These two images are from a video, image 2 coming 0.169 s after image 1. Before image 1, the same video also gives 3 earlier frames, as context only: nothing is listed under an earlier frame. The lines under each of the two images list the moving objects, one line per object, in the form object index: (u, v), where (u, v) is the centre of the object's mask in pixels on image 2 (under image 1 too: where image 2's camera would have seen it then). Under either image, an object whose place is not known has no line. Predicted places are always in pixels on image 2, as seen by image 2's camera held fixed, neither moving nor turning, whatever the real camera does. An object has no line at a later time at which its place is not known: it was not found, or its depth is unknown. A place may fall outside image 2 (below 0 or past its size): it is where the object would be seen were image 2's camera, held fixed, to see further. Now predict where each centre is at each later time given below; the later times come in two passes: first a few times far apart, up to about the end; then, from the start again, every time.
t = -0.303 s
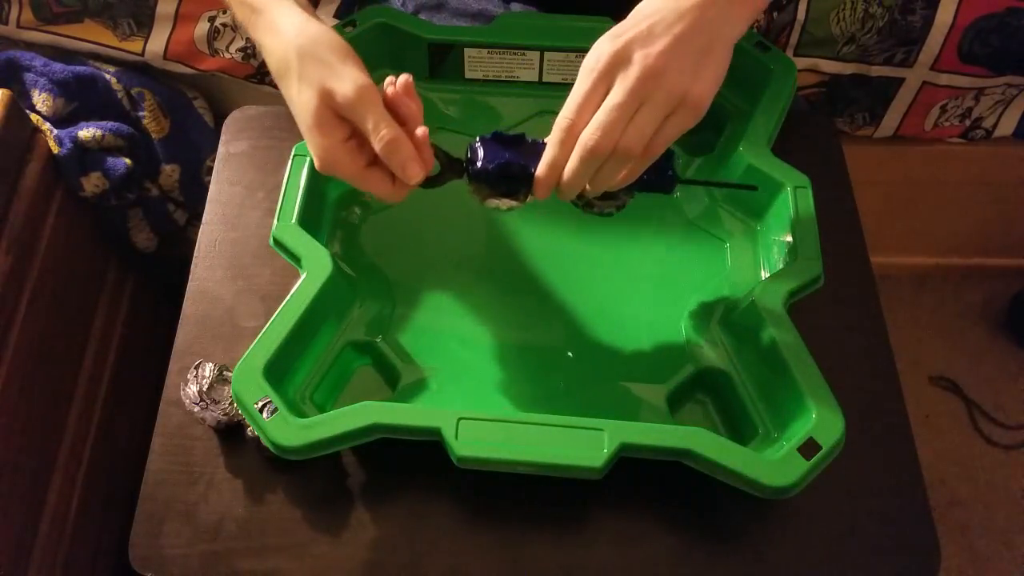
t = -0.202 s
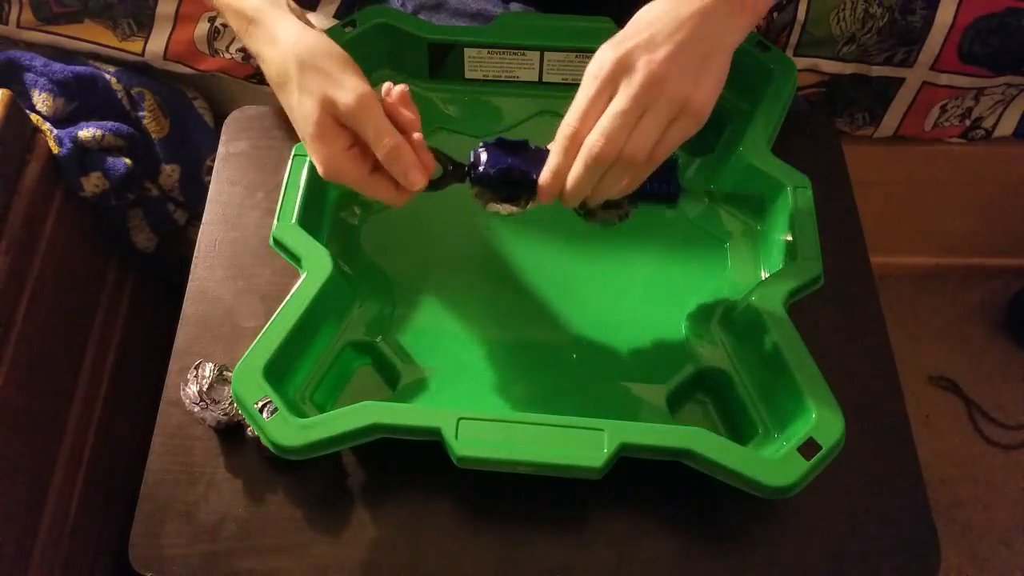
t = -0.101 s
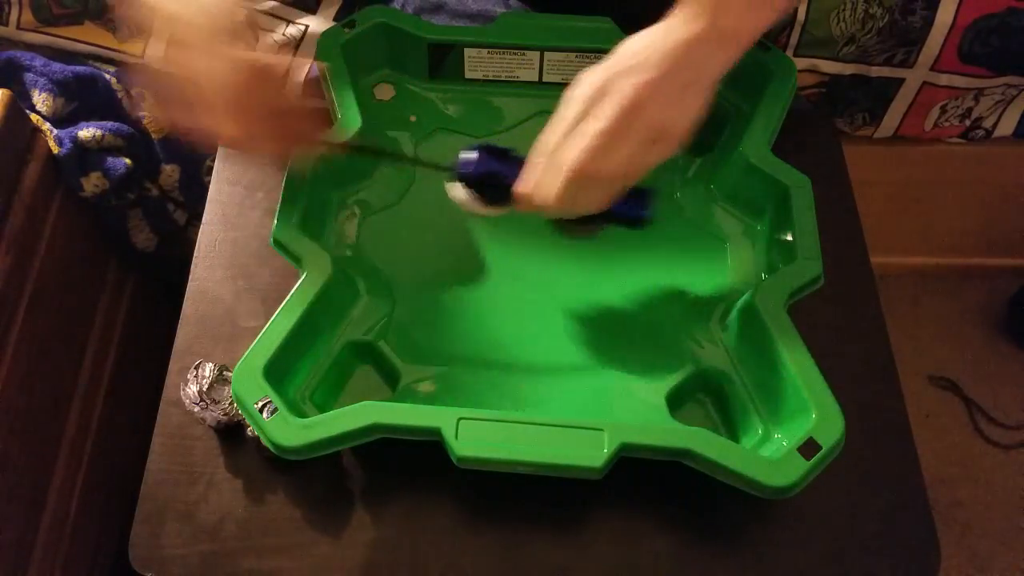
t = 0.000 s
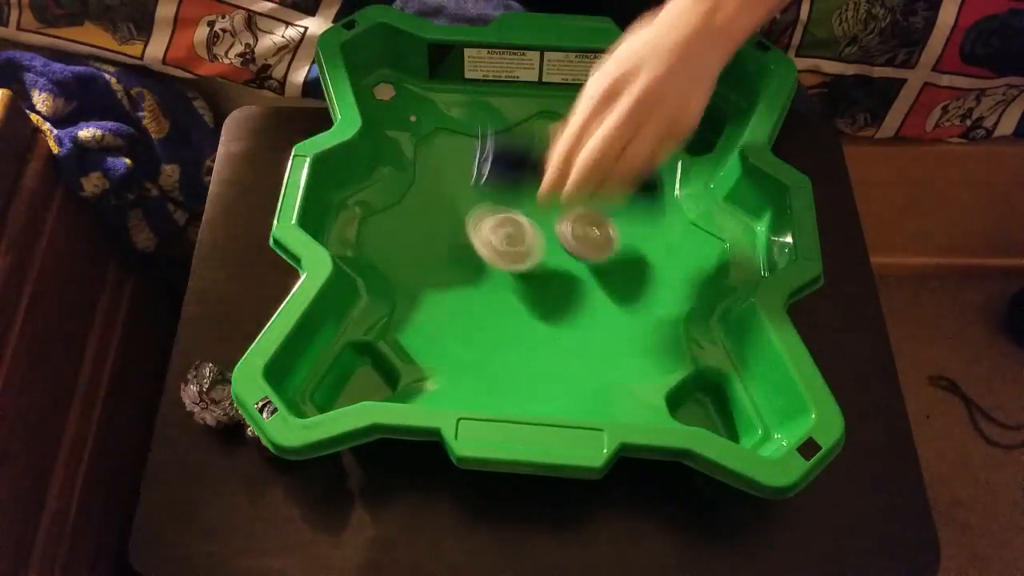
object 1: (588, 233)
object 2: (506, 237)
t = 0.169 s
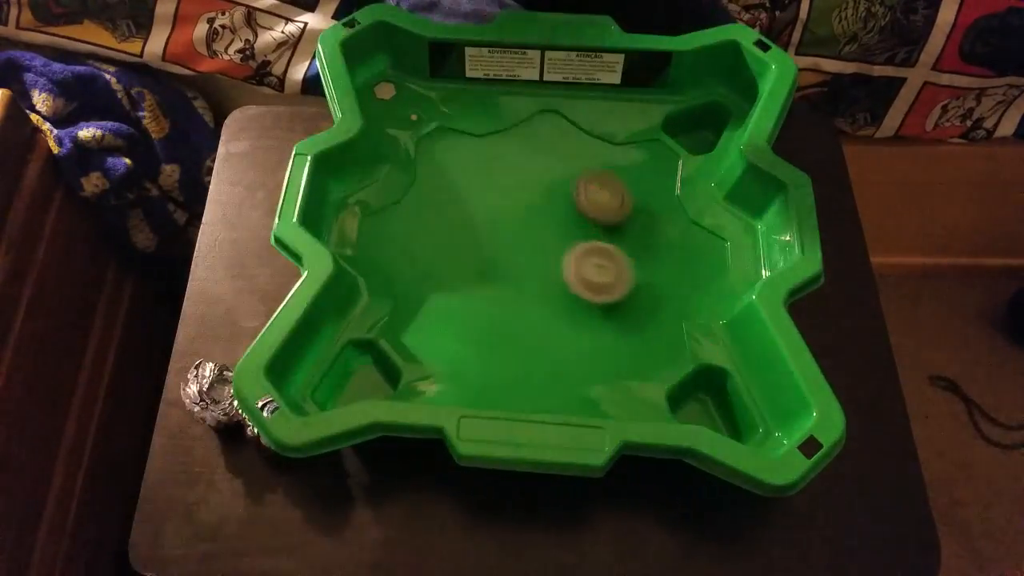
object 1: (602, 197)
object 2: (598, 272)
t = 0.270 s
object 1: (586, 173)
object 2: (623, 266)
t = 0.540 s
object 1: (514, 127)
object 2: (603, 201)
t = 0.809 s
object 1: (479, 156)
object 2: (554, 177)
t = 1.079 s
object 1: (458, 204)
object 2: (631, 233)
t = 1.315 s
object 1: (513, 246)
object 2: (627, 237)
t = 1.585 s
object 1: (557, 246)
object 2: (625, 225)
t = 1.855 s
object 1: (512, 256)
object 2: (659, 219)
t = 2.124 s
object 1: (522, 274)
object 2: (594, 229)
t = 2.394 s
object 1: (513, 278)
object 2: (572, 250)
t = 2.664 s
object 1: (498, 272)
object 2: (568, 272)
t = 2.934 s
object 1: (493, 250)
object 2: (556, 278)
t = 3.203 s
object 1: (496, 221)
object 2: (539, 274)
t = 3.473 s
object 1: (505, 202)
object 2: (522, 265)
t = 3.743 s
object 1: (529, 199)
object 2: (511, 254)
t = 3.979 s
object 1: (559, 201)
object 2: (506, 244)
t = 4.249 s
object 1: (584, 207)
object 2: (509, 231)
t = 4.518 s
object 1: (594, 228)
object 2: (513, 218)
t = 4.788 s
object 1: (603, 249)
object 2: (517, 212)
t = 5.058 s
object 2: (536, 215)
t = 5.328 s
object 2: (550, 211)
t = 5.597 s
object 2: (558, 221)
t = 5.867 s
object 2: (563, 235)
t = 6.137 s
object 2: (564, 248)
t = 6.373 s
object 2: (560, 256)
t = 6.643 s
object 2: (548, 263)
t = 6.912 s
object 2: (532, 263)
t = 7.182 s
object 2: (520, 255)
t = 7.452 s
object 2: (513, 242)
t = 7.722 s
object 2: (512, 230)
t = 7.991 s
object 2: (519, 221)
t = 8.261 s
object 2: (532, 213)
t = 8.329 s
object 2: (536, 213)
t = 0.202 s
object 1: (599, 189)
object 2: (609, 272)
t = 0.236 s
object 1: (593, 181)
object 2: (618, 271)
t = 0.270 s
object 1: (586, 173)
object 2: (623, 266)
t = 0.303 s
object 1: (579, 167)
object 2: (626, 260)
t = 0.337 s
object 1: (569, 158)
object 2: (627, 252)
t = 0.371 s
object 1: (561, 151)
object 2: (625, 244)
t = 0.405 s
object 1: (551, 142)
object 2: (623, 235)
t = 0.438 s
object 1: (541, 138)
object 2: (619, 225)
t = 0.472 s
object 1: (531, 133)
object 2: (615, 217)
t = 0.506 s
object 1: (522, 129)
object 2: (609, 208)
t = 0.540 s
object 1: (514, 127)
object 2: (603, 201)
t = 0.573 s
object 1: (506, 126)
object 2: (597, 195)
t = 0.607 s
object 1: (500, 126)
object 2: (591, 189)
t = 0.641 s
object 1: (493, 129)
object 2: (584, 185)
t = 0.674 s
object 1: (487, 133)
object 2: (578, 181)
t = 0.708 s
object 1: (482, 137)
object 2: (571, 179)
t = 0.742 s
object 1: (479, 142)
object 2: (565, 177)
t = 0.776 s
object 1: (478, 148)
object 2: (559, 177)
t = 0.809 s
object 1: (479, 156)
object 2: (554, 177)
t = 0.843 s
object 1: (482, 164)
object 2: (550, 178)
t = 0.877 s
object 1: (472, 166)
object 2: (560, 184)
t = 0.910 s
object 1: (458, 167)
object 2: (580, 195)
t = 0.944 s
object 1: (451, 171)
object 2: (596, 204)
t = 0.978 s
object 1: (449, 177)
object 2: (609, 213)
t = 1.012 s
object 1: (449, 185)
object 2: (619, 222)
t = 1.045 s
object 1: (453, 195)
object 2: (626, 228)
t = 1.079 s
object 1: (458, 204)
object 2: (631, 233)
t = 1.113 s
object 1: (463, 213)
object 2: (634, 236)
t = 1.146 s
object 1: (470, 221)
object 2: (635, 239)
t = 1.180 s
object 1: (478, 228)
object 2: (636, 240)
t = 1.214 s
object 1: (486, 233)
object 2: (635, 240)
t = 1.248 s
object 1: (494, 239)
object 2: (633, 240)
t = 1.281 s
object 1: (504, 243)
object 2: (630, 239)
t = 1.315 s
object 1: (513, 246)
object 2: (627, 237)
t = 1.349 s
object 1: (523, 247)
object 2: (623, 235)
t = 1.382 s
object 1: (532, 248)
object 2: (620, 234)
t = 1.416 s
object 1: (541, 248)
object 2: (616, 232)
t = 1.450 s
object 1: (548, 248)
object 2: (614, 231)
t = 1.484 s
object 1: (548, 248)
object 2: (618, 229)
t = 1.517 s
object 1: (550, 248)
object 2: (622, 227)
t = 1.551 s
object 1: (553, 247)
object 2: (625, 226)
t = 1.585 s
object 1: (557, 246)
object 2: (625, 225)
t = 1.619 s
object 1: (559, 245)
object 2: (625, 225)
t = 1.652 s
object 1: (547, 246)
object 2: (638, 223)
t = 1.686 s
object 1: (532, 246)
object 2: (653, 220)
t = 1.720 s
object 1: (522, 247)
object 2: (662, 219)
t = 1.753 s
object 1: (516, 249)
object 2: (666, 219)
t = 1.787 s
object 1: (514, 251)
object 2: (666, 219)
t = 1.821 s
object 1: (513, 253)
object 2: (664, 218)
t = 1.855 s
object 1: (512, 256)
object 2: (659, 219)
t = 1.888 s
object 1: (513, 260)
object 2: (653, 219)
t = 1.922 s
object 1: (513, 263)
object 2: (645, 220)
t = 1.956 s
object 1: (514, 266)
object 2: (638, 221)
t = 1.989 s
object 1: (515, 269)
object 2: (630, 222)
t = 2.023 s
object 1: (517, 271)
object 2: (621, 223)
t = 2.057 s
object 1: (518, 272)
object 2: (612, 225)
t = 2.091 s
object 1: (520, 274)
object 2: (603, 227)
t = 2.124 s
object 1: (522, 274)
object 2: (594, 229)
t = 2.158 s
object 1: (524, 274)
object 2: (586, 231)
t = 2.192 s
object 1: (526, 274)
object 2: (579, 234)
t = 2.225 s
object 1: (524, 275)
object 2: (576, 236)
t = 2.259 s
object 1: (520, 276)
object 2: (576, 236)
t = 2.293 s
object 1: (517, 277)
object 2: (575, 238)
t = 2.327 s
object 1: (516, 277)
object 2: (573, 242)
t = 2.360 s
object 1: (516, 278)
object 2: (572, 246)
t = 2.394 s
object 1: (513, 278)
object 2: (572, 250)
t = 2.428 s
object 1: (510, 278)
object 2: (572, 254)
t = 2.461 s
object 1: (507, 278)
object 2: (572, 257)
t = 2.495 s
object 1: (505, 277)
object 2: (572, 260)
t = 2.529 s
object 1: (503, 277)
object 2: (571, 263)
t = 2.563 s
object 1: (502, 276)
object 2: (570, 265)
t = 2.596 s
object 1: (501, 275)
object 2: (570, 268)
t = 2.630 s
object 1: (499, 273)
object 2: (569, 270)
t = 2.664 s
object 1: (498, 272)
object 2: (568, 272)
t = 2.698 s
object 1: (497, 270)
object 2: (567, 273)
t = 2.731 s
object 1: (496, 268)
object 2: (566, 275)
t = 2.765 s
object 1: (496, 266)
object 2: (564, 276)
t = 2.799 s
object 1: (495, 263)
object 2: (563, 277)
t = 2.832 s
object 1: (495, 260)
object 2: (561, 277)
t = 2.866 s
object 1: (494, 257)
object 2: (560, 278)
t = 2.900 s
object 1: (494, 253)
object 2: (558, 278)
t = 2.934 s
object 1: (493, 250)
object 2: (556, 278)
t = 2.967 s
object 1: (493, 246)
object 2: (554, 279)
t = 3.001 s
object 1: (493, 243)
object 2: (552, 278)
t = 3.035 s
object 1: (494, 239)
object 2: (550, 278)
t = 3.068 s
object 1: (494, 235)
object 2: (548, 277)
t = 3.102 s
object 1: (495, 232)
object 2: (546, 277)
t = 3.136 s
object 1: (495, 228)
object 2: (543, 276)
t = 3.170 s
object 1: (495, 225)
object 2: (541, 275)
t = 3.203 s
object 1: (496, 221)
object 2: (539, 274)
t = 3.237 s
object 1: (496, 218)
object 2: (537, 273)
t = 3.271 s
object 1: (497, 215)
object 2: (534, 272)
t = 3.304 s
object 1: (498, 211)
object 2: (532, 271)
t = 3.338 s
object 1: (499, 208)
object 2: (530, 269)
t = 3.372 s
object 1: (500, 206)
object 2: (528, 268)
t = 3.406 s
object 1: (502, 204)
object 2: (526, 267)
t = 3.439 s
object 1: (503, 203)
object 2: (524, 266)
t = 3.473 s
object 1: (505, 202)
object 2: (522, 265)
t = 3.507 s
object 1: (507, 200)
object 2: (521, 263)
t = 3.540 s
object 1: (509, 200)
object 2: (519, 262)
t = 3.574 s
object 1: (512, 199)
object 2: (517, 261)
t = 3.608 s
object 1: (515, 198)
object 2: (516, 259)
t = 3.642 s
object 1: (518, 198)
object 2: (514, 258)
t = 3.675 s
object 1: (521, 198)
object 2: (513, 257)
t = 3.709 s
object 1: (525, 198)
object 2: (512, 255)
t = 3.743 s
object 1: (529, 199)
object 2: (511, 254)
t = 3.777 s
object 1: (533, 199)
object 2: (510, 252)
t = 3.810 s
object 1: (536, 199)
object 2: (510, 251)
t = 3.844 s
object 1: (541, 200)
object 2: (509, 249)
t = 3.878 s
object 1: (545, 200)
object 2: (508, 248)
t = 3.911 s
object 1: (550, 200)
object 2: (507, 246)
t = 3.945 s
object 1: (554, 201)
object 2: (507, 245)
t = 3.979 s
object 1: (559, 201)
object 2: (506, 244)
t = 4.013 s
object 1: (563, 201)
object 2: (506, 242)
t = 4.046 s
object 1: (567, 202)
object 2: (507, 241)
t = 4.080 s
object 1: (571, 202)
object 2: (507, 239)
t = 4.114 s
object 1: (574, 203)
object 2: (507, 237)
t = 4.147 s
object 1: (577, 203)
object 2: (508, 236)
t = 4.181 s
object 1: (580, 205)
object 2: (508, 234)
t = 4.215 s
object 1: (582, 206)
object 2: (509, 232)
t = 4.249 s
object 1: (584, 207)
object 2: (509, 231)
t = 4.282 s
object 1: (585, 209)
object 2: (510, 229)
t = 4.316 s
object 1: (586, 211)
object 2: (511, 228)
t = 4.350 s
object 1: (586, 213)
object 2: (512, 226)
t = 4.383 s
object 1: (586, 215)
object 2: (513, 225)
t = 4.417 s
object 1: (587, 218)
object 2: (515, 223)
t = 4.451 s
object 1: (587, 221)
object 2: (517, 222)
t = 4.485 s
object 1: (588, 224)
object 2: (516, 220)
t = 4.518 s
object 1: (594, 228)
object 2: (513, 218)
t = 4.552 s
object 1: (597, 232)
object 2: (511, 215)
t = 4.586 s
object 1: (600, 235)
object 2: (511, 214)
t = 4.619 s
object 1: (602, 238)
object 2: (511, 213)
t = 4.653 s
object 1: (604, 240)
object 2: (512, 212)
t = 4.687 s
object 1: (604, 242)
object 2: (513, 212)
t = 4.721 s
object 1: (604, 245)
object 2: (514, 212)
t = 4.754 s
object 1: (604, 247)
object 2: (516, 212)
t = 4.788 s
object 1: (603, 249)
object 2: (517, 212)
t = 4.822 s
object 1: (602, 251)
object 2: (519, 213)
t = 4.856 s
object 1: (600, 253)
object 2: (521, 213)
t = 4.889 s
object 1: (598, 255)
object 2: (524, 213)
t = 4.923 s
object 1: (596, 258)
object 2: (526, 213)
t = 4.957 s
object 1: (593, 260)
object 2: (529, 214)
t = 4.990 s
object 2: (531, 214)
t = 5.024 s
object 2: (534, 215)
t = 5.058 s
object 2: (536, 215)
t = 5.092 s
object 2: (538, 216)
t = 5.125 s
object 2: (541, 216)
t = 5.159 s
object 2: (542, 214)
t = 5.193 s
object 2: (543, 212)
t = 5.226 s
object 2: (545, 211)
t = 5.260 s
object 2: (547, 211)
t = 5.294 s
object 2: (549, 211)
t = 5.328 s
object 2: (550, 211)
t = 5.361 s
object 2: (551, 212)
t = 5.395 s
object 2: (552, 213)
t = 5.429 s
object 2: (554, 214)
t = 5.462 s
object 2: (554, 216)
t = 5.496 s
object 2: (555, 217)
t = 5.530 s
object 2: (556, 218)
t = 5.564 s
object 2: (557, 220)
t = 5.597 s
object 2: (558, 221)
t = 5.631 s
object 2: (559, 223)
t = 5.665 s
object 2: (560, 224)
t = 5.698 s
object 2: (561, 226)
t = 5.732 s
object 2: (561, 228)
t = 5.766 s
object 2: (562, 230)
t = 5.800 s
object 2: (563, 231)
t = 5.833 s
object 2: (563, 233)
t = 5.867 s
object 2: (563, 235)
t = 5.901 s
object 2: (563, 236)
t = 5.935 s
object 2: (563, 238)
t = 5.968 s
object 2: (564, 240)
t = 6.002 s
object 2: (564, 241)
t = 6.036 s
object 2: (564, 243)
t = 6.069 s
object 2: (564, 245)
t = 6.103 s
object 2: (564, 246)
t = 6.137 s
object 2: (564, 248)
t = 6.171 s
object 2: (563, 249)
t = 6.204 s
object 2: (563, 250)
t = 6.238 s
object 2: (563, 251)
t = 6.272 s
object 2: (562, 253)
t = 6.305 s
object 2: (561, 254)
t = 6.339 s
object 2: (561, 255)
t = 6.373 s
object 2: (560, 256)
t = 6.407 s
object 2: (559, 257)
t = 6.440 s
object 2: (558, 257)
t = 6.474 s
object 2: (558, 258)
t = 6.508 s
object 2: (556, 259)
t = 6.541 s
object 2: (554, 260)
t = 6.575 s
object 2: (552, 261)
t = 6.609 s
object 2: (550, 262)
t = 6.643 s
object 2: (548, 263)
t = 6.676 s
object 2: (546, 263)
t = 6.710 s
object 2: (544, 264)
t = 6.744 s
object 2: (541, 264)
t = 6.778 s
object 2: (539, 264)
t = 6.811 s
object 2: (537, 264)
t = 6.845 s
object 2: (536, 264)
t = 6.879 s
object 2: (534, 263)
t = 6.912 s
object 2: (532, 263)
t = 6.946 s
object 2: (530, 263)
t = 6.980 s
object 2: (528, 262)
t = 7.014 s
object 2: (527, 261)
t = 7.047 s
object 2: (525, 260)
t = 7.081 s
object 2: (524, 259)
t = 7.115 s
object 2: (523, 257)
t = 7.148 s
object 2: (522, 256)
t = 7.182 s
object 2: (520, 255)
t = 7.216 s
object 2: (519, 253)
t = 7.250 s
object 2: (518, 251)
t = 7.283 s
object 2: (517, 250)
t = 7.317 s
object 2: (516, 248)
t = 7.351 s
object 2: (515, 247)
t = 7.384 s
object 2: (514, 245)
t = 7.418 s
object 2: (513, 243)
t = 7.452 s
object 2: (513, 242)
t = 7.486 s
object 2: (512, 240)
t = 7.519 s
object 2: (512, 238)
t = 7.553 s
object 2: (512, 237)
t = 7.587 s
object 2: (511, 235)
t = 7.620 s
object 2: (512, 234)
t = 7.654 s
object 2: (512, 232)
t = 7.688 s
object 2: (512, 231)
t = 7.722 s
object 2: (512, 230)
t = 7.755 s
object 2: (513, 228)
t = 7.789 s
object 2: (514, 227)
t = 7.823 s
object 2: (514, 226)
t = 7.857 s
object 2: (515, 225)
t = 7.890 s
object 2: (516, 224)
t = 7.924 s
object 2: (517, 222)
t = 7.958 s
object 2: (518, 222)
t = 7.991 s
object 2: (519, 221)
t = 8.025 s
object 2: (521, 220)
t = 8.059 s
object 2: (522, 219)
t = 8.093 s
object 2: (524, 219)
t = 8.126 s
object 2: (526, 217)
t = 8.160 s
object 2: (527, 215)
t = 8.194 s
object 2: (529, 214)
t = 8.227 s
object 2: (530, 214)
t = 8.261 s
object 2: (532, 213)
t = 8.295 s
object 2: (534, 213)
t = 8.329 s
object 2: (536, 213)
